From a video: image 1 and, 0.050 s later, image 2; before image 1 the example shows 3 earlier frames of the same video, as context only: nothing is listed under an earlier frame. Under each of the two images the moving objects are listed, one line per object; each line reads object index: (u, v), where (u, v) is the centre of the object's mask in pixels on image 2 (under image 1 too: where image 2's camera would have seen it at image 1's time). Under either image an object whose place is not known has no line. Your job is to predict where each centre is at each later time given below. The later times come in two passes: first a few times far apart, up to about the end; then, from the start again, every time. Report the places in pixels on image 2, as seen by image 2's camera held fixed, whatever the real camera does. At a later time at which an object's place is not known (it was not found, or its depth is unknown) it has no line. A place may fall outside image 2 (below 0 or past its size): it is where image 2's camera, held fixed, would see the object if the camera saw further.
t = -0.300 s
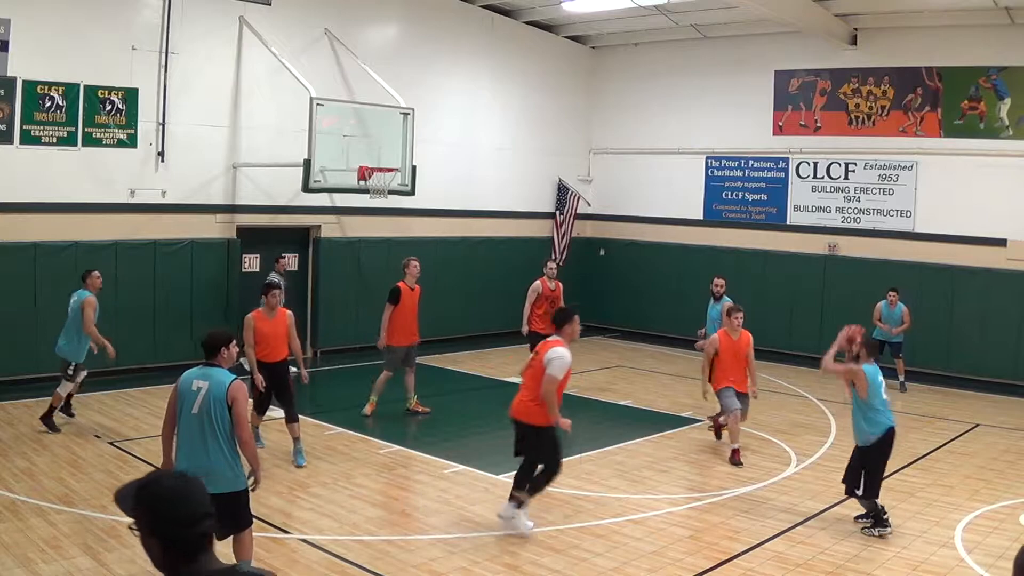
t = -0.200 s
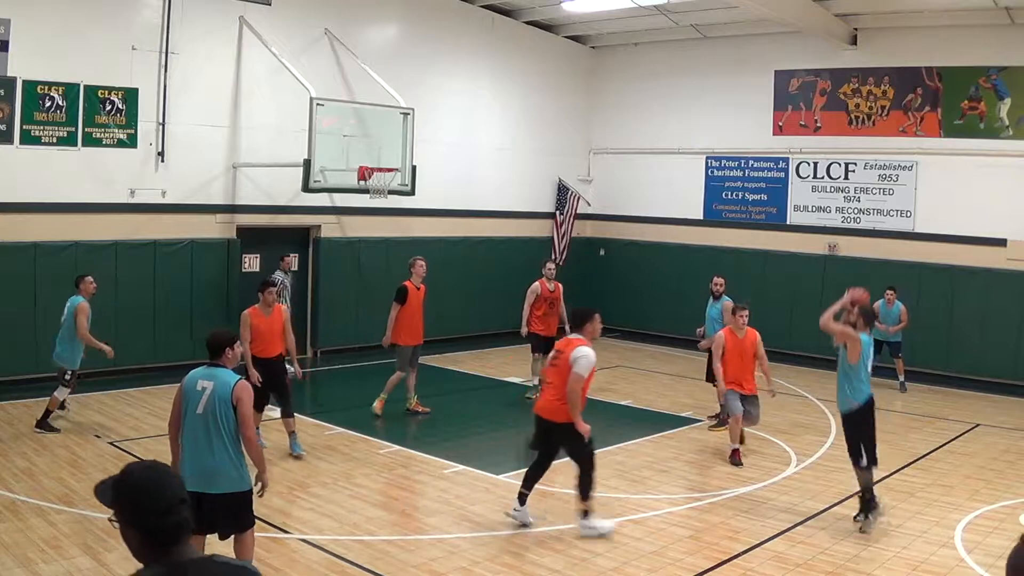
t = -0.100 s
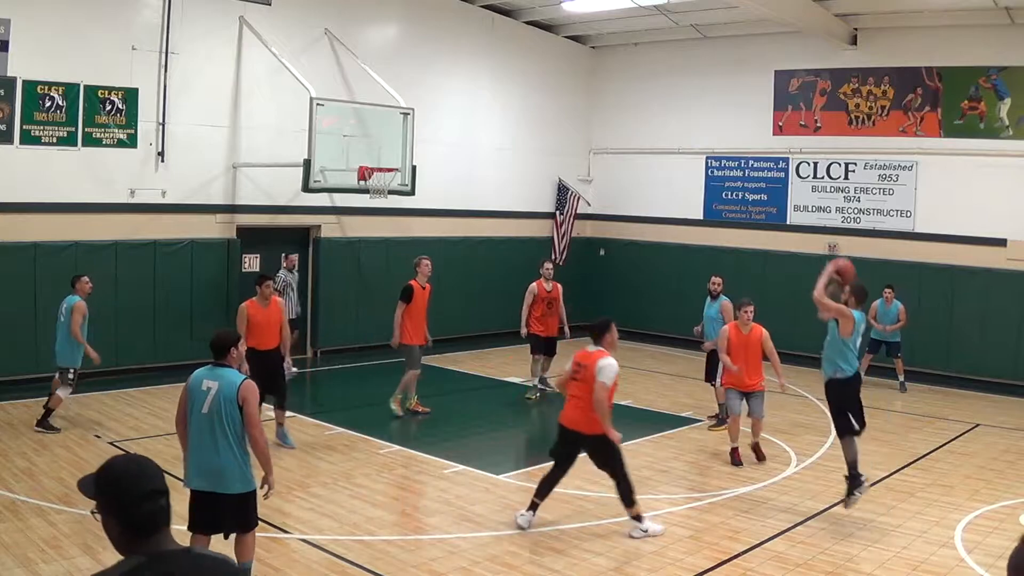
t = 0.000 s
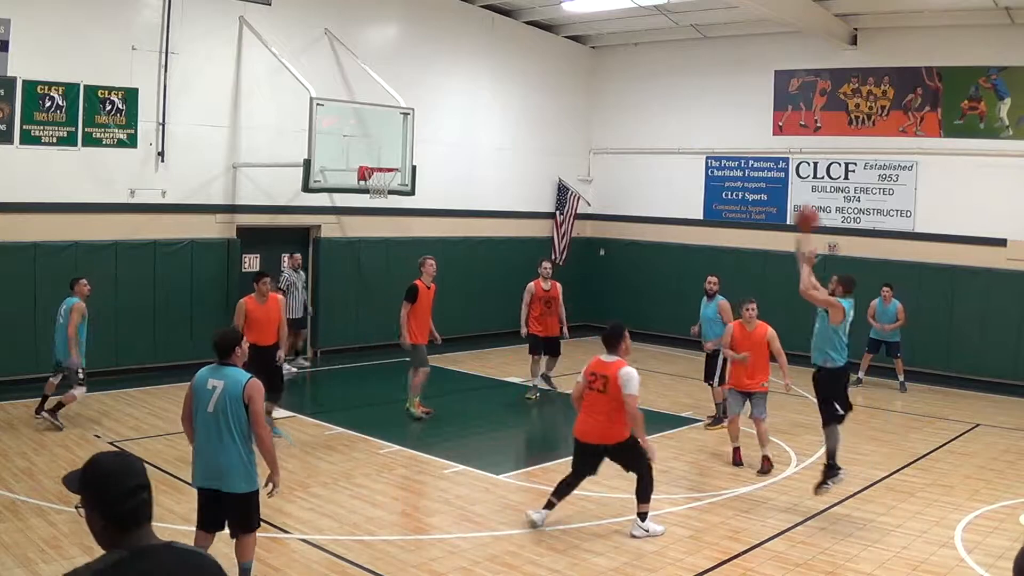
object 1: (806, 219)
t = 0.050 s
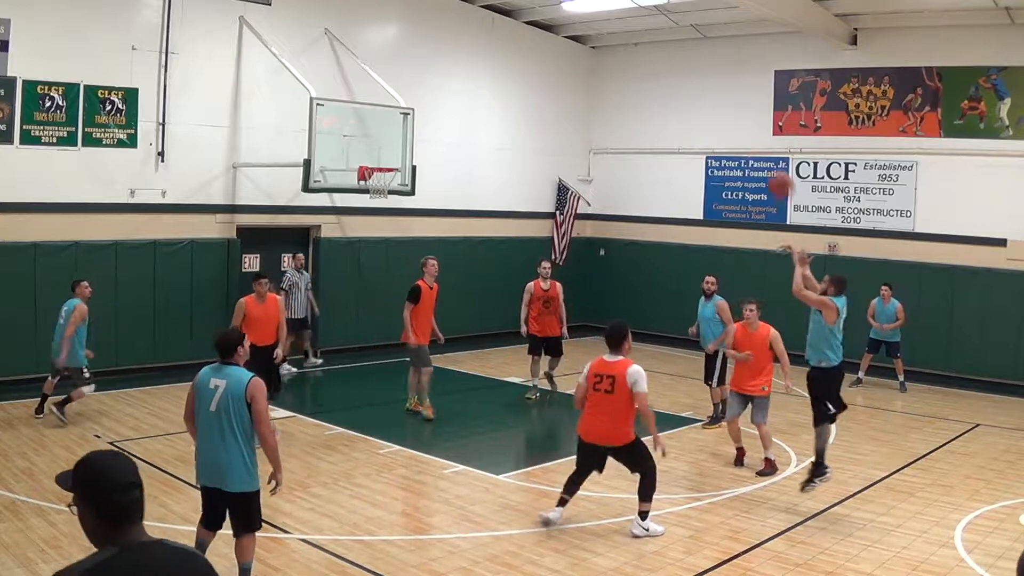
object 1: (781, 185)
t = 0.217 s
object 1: (698, 99)
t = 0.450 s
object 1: (600, 43)
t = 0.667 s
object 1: (522, 39)
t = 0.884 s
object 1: (456, 72)
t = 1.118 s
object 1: (395, 140)
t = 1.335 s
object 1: (385, 189)
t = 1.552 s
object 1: (394, 194)
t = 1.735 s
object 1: (401, 225)
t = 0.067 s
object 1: (772, 173)
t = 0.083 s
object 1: (763, 163)
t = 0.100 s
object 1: (754, 152)
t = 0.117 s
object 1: (746, 144)
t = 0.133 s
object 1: (737, 136)
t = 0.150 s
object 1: (729, 128)
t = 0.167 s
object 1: (721, 120)
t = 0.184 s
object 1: (713, 113)
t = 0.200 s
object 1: (705, 106)
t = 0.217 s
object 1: (698, 99)
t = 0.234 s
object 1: (690, 92)
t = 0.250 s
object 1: (682, 87)
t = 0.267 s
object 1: (675, 81)
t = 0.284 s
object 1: (668, 77)
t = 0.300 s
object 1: (660, 72)
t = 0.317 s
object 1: (653, 68)
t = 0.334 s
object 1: (646, 63)
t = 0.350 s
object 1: (639, 59)
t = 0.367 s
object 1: (632, 55)
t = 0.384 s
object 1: (626, 53)
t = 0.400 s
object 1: (619, 50)
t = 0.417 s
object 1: (612, 47)
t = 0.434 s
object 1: (606, 45)
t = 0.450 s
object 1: (600, 43)
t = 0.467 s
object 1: (594, 41)
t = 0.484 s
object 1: (587, 40)
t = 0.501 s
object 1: (582, 38)
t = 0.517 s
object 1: (576, 37)
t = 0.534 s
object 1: (569, 36)
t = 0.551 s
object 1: (562, 35)
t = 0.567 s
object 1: (556, 35)
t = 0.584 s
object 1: (551, 35)
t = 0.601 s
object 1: (545, 35)
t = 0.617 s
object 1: (539, 36)
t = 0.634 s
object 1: (534, 37)
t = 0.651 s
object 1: (528, 38)
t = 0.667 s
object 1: (522, 39)
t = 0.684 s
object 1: (517, 40)
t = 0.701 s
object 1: (512, 42)
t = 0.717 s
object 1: (506, 44)
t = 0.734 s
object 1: (502, 46)
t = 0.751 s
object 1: (496, 48)
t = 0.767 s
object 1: (490, 50)
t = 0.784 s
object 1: (486, 52)
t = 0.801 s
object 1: (481, 55)
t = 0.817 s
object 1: (477, 59)
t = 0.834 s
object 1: (470, 62)
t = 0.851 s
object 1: (466, 65)
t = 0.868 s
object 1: (461, 68)
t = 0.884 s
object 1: (456, 72)
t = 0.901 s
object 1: (452, 76)
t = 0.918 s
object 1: (447, 81)
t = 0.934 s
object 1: (442, 84)
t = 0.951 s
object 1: (438, 89)
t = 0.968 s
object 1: (433, 93)
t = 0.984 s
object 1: (429, 98)
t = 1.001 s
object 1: (424, 103)
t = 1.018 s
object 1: (420, 107)
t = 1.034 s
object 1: (416, 112)
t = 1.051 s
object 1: (412, 117)
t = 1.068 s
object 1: (407, 123)
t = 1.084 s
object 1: (403, 128)
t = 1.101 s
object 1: (399, 134)
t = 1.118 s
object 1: (395, 140)
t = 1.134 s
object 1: (391, 145)
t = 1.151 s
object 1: (387, 151)
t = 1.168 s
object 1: (383, 157)
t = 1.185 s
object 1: (379, 163)
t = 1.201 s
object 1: (377, 169)
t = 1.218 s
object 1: (375, 175)
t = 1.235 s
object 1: (378, 178)
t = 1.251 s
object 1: (381, 186)
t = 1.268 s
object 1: (382, 190)
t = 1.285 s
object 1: (383, 191)
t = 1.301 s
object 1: (384, 191)
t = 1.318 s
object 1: (385, 190)
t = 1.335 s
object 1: (385, 189)
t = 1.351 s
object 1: (386, 189)
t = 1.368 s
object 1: (386, 188)
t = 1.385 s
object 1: (387, 187)
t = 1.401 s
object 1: (388, 188)
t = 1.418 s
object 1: (389, 188)
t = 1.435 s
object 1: (390, 188)
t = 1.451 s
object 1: (390, 189)
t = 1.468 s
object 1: (391, 189)
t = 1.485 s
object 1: (392, 189)
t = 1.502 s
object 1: (392, 190)
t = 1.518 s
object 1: (393, 192)
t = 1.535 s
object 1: (393, 193)
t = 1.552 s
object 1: (394, 194)
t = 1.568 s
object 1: (395, 196)
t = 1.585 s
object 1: (395, 198)
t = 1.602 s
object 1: (396, 200)
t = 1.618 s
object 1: (397, 202)
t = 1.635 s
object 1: (397, 204)
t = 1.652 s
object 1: (398, 207)
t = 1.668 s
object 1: (399, 211)
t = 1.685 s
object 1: (399, 215)
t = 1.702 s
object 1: (400, 217)
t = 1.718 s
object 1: (400, 221)
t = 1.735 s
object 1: (401, 225)
